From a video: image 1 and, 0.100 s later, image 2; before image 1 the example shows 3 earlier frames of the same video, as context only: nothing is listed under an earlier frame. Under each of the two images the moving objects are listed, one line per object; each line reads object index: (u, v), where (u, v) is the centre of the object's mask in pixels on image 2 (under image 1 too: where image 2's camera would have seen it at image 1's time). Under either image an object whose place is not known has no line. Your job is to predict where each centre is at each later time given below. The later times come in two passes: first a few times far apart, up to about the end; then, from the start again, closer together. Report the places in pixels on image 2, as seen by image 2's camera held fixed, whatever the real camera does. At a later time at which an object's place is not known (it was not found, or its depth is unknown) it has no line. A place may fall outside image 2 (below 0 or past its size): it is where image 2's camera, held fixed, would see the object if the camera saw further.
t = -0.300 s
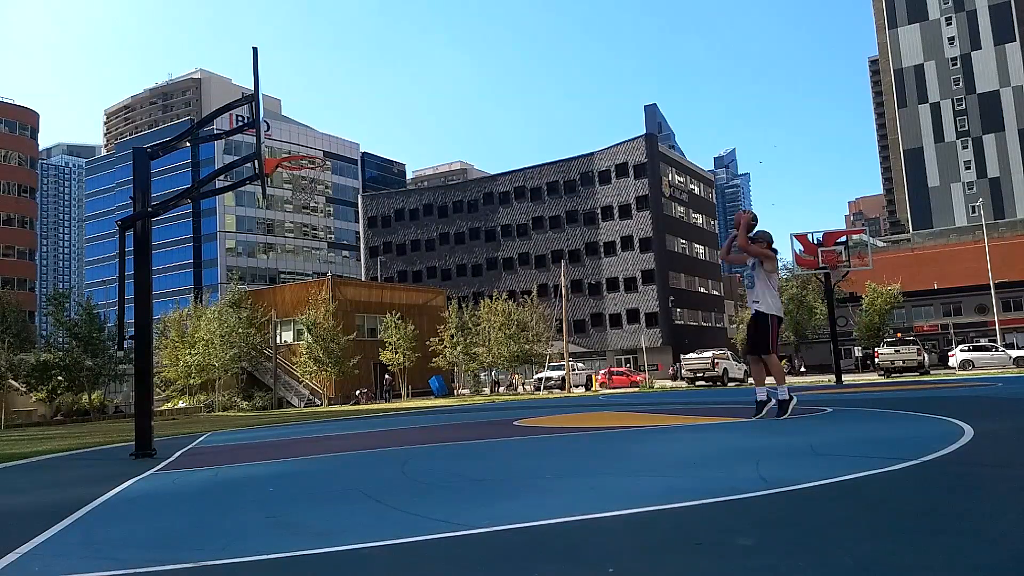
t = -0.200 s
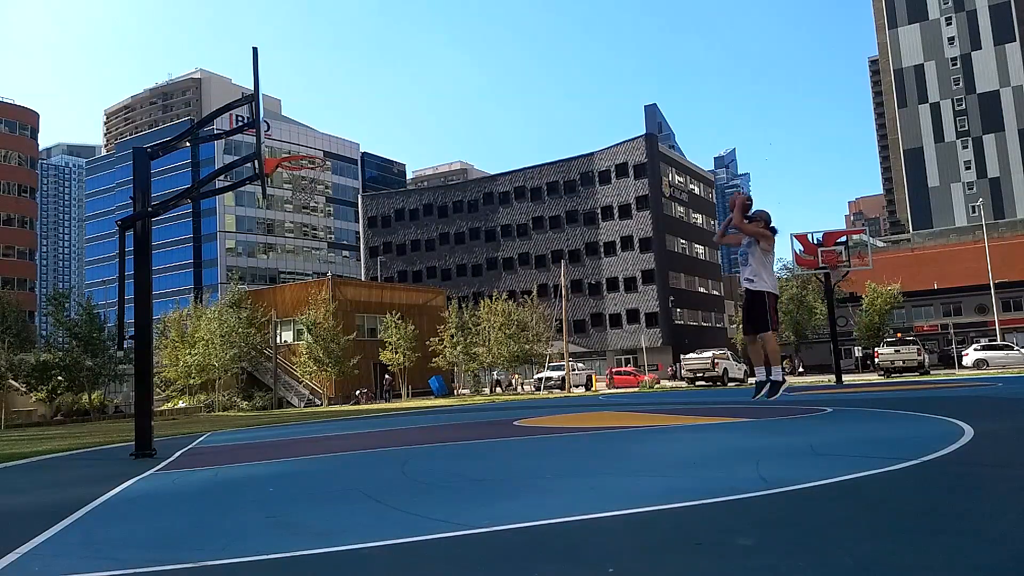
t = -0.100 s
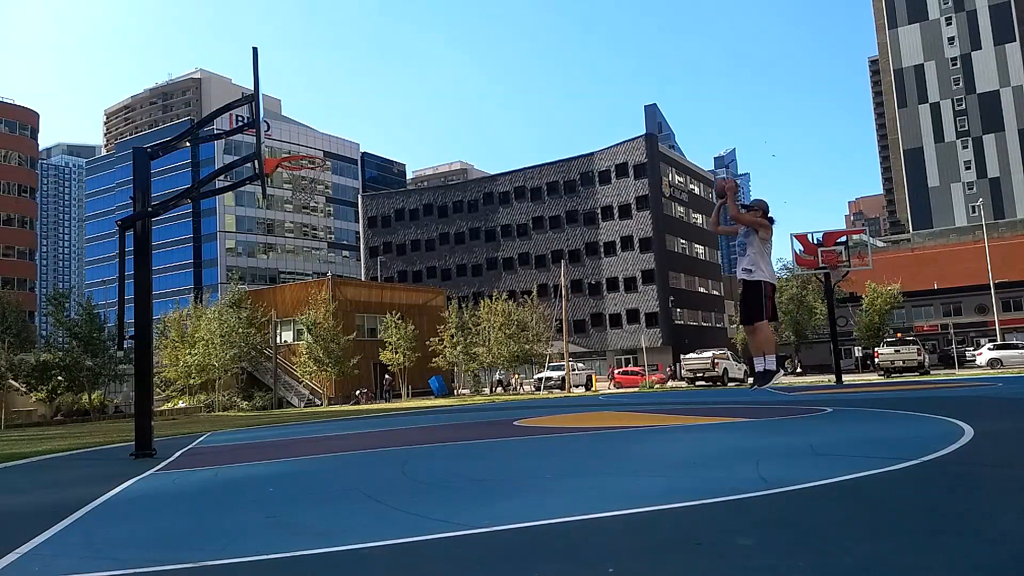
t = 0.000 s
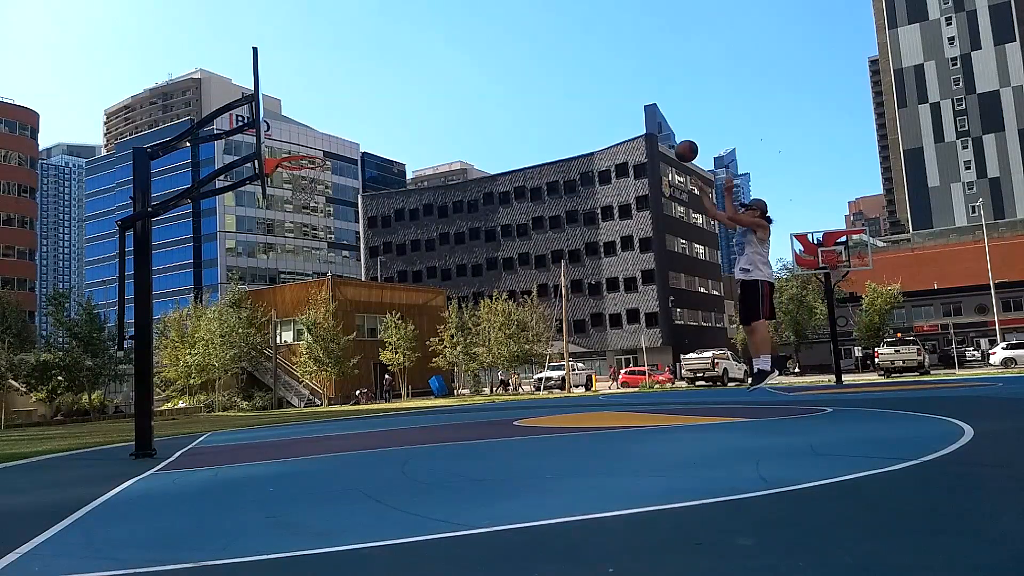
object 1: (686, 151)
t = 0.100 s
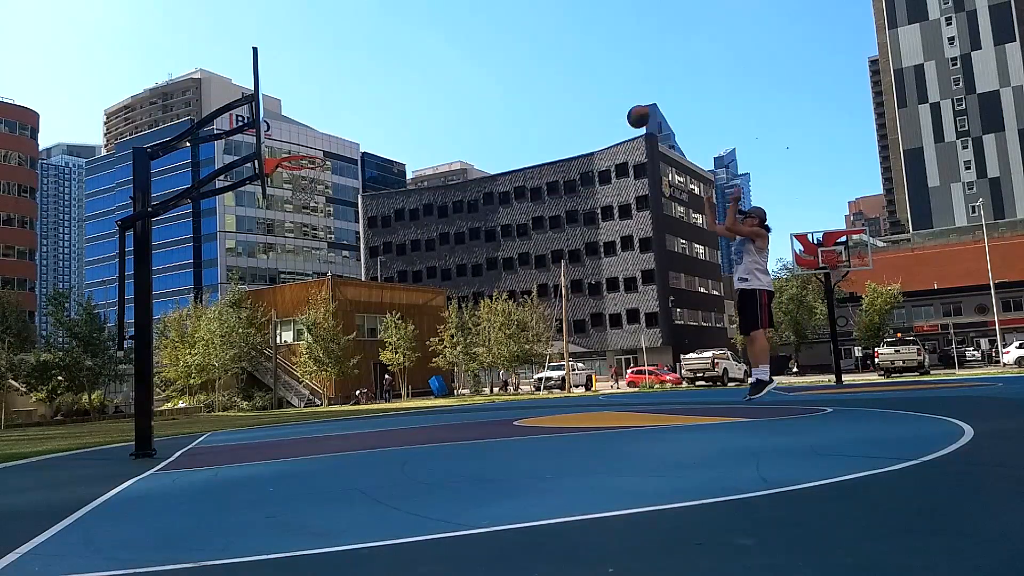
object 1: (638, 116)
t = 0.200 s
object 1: (592, 91)
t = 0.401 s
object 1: (490, 67)
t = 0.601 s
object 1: (407, 82)
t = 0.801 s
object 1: (326, 132)
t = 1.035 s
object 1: (322, 206)
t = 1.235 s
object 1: (353, 271)
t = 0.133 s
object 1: (623, 107)
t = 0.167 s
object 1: (607, 99)
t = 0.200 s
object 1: (592, 91)
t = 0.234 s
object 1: (577, 85)
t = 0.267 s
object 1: (555, 77)
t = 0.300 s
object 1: (548, 75)
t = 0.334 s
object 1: (533, 72)
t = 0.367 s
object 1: (511, 68)
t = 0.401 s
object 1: (490, 67)
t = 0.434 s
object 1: (469, 68)
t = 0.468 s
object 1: (462, 68)
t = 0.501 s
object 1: (448, 70)
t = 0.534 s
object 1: (427, 75)
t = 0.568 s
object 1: (420, 77)
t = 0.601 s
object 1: (407, 82)
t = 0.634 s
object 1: (387, 92)
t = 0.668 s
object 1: (380, 95)
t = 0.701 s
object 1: (366, 103)
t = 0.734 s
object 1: (346, 116)
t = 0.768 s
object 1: (333, 127)
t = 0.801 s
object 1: (326, 132)
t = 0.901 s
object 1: (292, 170)
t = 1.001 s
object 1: (314, 195)
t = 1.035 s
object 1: (322, 206)
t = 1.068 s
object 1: (327, 214)
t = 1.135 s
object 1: (337, 234)
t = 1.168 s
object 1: (342, 246)
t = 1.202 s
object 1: (345, 252)
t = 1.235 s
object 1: (353, 271)
